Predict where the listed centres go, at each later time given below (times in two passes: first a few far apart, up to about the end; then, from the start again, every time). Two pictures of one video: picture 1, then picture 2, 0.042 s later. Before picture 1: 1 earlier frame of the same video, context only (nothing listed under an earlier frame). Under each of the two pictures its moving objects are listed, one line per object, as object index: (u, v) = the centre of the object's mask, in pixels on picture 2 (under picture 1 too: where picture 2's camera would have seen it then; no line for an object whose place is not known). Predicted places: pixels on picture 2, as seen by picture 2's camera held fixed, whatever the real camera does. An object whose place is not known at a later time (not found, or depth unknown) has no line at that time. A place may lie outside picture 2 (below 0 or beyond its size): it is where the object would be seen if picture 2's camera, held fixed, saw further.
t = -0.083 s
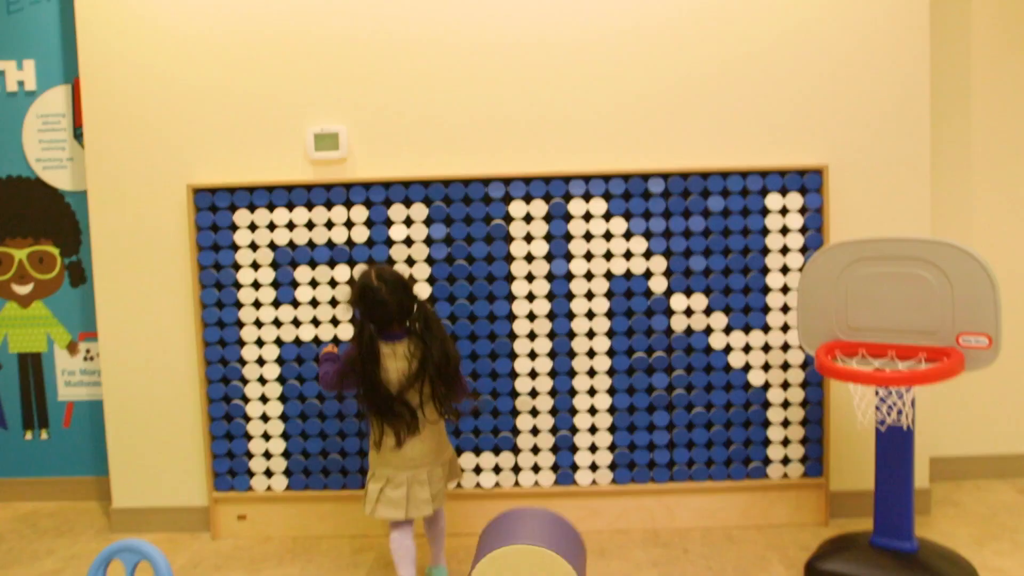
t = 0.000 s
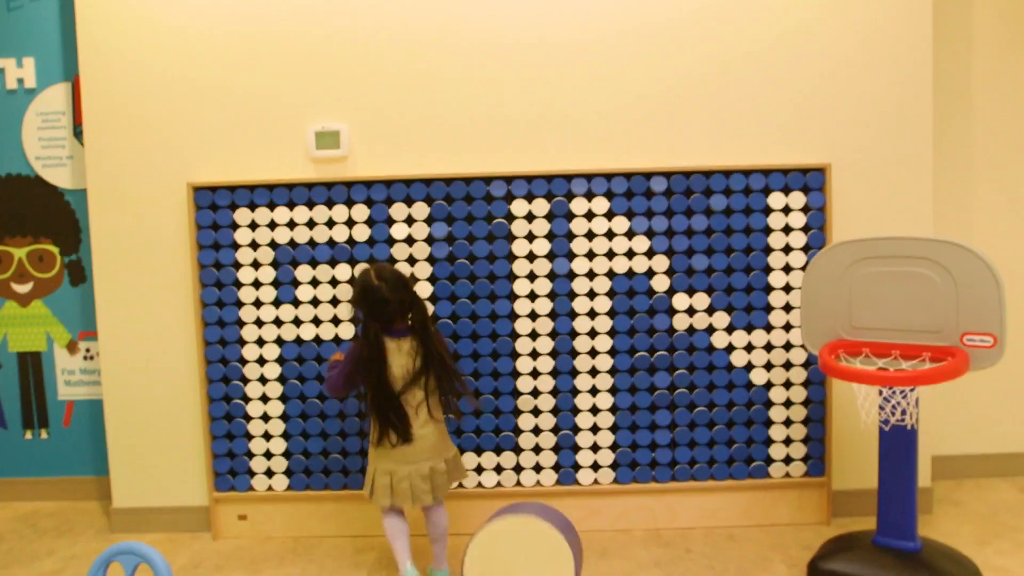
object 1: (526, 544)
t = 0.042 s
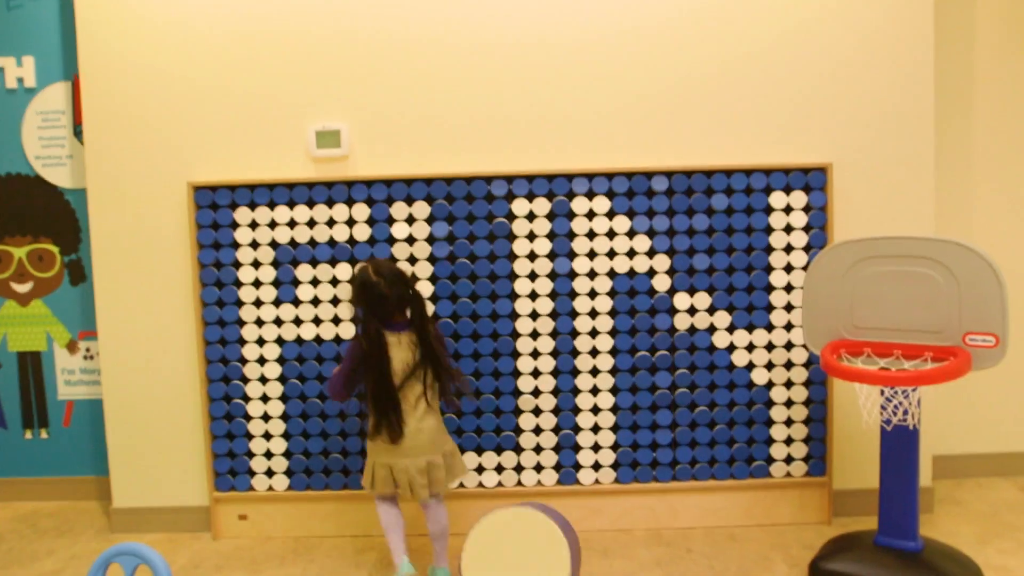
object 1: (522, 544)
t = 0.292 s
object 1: (502, 535)
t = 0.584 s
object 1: (523, 535)
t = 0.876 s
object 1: (551, 532)
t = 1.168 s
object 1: (515, 538)
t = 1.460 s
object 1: (525, 538)
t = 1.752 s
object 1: (526, 537)
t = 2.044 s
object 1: (526, 537)
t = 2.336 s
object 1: (524, 535)
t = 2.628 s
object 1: (521, 533)
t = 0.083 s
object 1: (517, 542)
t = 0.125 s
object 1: (513, 540)
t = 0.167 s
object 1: (510, 539)
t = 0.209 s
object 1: (507, 537)
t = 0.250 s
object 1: (505, 536)
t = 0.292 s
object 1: (502, 535)
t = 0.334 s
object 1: (501, 535)
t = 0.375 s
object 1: (501, 535)
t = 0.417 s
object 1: (501, 535)
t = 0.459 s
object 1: (504, 536)
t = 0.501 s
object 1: (509, 536)
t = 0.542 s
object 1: (515, 537)
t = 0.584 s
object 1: (523, 535)
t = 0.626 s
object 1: (531, 532)
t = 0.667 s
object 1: (537, 531)
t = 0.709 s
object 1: (542, 530)
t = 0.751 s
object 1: (546, 530)
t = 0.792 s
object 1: (550, 530)
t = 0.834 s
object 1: (551, 531)
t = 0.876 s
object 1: (551, 532)
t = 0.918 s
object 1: (550, 533)
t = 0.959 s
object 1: (546, 534)
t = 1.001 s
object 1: (542, 536)
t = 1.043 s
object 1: (534, 536)
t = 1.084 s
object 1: (526, 539)
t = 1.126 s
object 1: (517, 539)
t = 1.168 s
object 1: (515, 538)
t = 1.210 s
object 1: (515, 538)
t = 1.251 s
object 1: (515, 537)
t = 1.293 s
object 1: (517, 537)
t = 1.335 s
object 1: (519, 537)
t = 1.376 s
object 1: (521, 537)
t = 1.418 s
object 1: (523, 538)
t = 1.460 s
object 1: (525, 538)
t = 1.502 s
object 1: (522, 537)
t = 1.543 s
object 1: (519, 536)
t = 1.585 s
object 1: (517, 536)
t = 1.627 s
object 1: (518, 536)
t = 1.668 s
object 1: (520, 538)
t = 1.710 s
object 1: (524, 539)
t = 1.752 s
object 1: (526, 537)
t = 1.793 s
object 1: (526, 538)
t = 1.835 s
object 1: (527, 538)
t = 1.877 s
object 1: (527, 538)
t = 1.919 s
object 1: (527, 538)
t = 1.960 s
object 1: (526, 538)
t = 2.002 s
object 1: (526, 537)
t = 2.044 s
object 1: (526, 537)
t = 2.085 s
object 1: (526, 537)
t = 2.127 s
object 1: (525, 537)
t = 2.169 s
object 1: (525, 536)
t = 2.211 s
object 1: (525, 536)
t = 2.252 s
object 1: (524, 536)
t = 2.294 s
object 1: (524, 535)
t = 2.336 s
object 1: (524, 535)
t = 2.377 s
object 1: (523, 535)
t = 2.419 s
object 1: (523, 534)
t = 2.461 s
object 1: (523, 534)
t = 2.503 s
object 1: (522, 534)
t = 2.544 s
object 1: (522, 533)
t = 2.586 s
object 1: (521, 533)
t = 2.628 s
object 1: (521, 533)
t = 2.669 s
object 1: (520, 532)
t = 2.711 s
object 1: (520, 532)
